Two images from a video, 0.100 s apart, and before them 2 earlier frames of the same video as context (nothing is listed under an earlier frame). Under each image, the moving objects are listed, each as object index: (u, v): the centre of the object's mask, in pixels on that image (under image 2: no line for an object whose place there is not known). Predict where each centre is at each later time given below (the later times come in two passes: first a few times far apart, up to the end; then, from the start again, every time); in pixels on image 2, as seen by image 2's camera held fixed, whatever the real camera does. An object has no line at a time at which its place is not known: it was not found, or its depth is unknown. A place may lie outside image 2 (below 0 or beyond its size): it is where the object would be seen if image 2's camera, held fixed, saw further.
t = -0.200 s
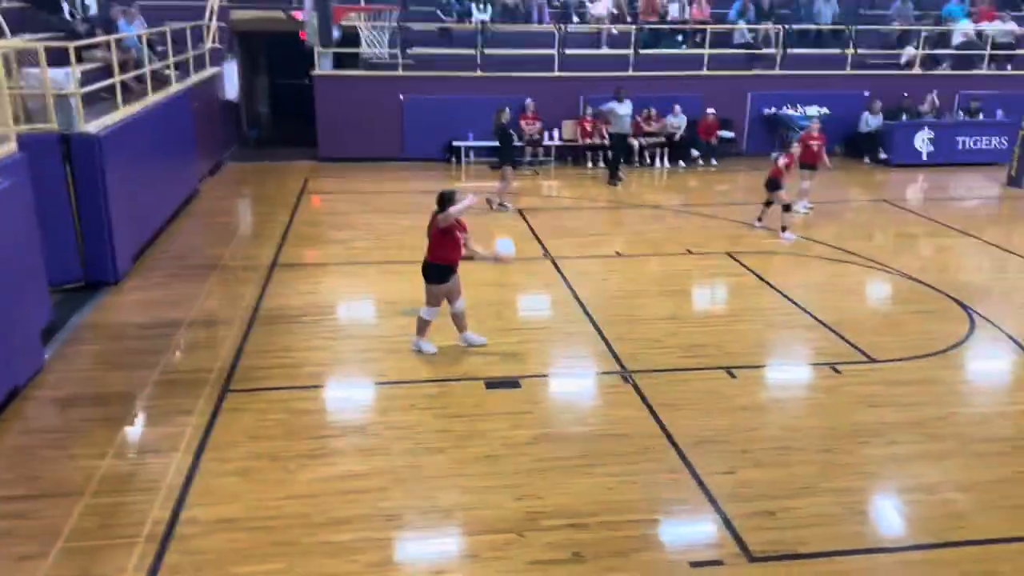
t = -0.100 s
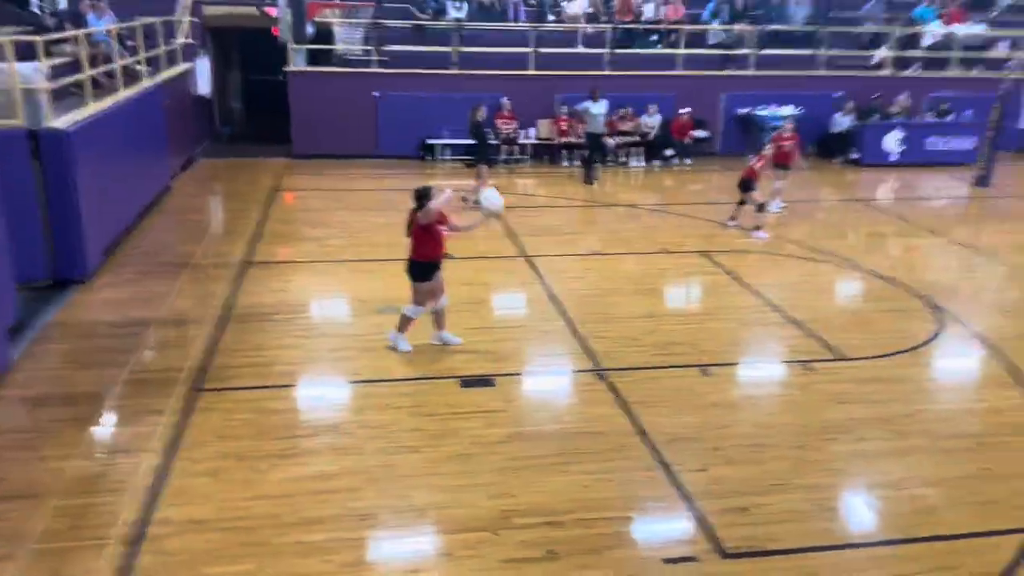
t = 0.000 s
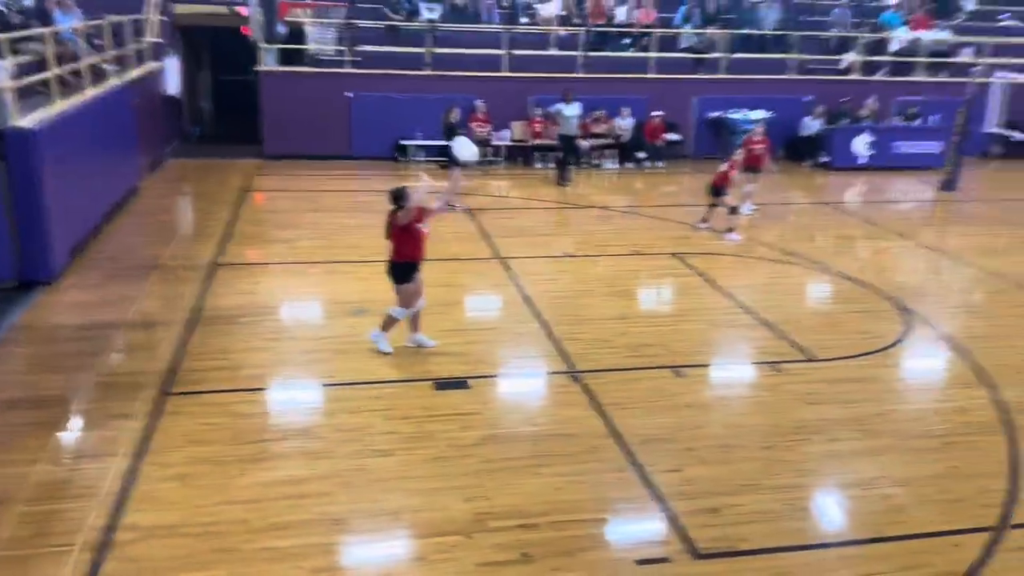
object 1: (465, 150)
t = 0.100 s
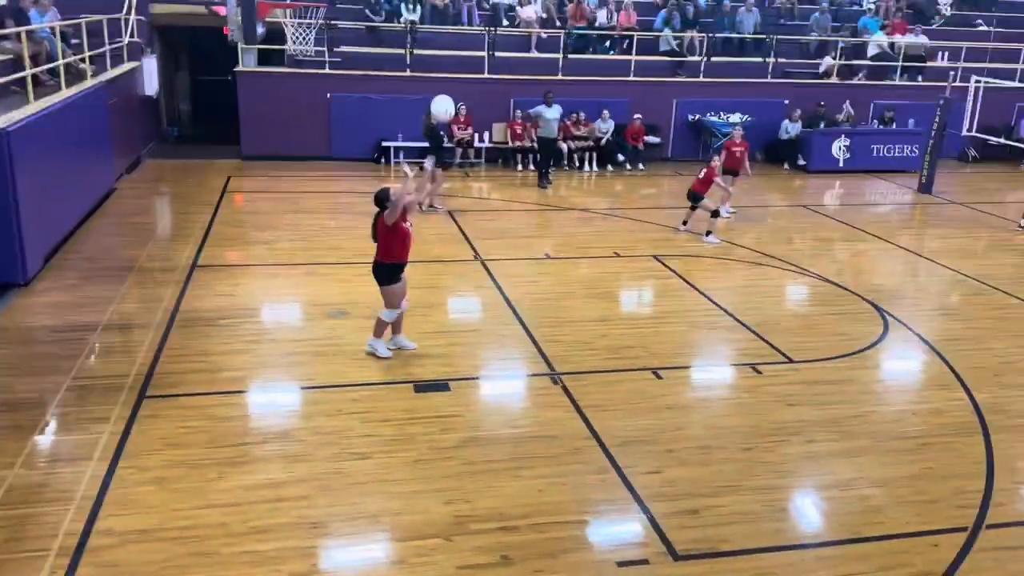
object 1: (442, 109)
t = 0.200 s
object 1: (440, 76)
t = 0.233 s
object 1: (439, 66)
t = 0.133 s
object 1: (442, 96)
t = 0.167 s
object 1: (441, 85)
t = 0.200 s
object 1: (440, 76)
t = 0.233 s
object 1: (439, 66)
